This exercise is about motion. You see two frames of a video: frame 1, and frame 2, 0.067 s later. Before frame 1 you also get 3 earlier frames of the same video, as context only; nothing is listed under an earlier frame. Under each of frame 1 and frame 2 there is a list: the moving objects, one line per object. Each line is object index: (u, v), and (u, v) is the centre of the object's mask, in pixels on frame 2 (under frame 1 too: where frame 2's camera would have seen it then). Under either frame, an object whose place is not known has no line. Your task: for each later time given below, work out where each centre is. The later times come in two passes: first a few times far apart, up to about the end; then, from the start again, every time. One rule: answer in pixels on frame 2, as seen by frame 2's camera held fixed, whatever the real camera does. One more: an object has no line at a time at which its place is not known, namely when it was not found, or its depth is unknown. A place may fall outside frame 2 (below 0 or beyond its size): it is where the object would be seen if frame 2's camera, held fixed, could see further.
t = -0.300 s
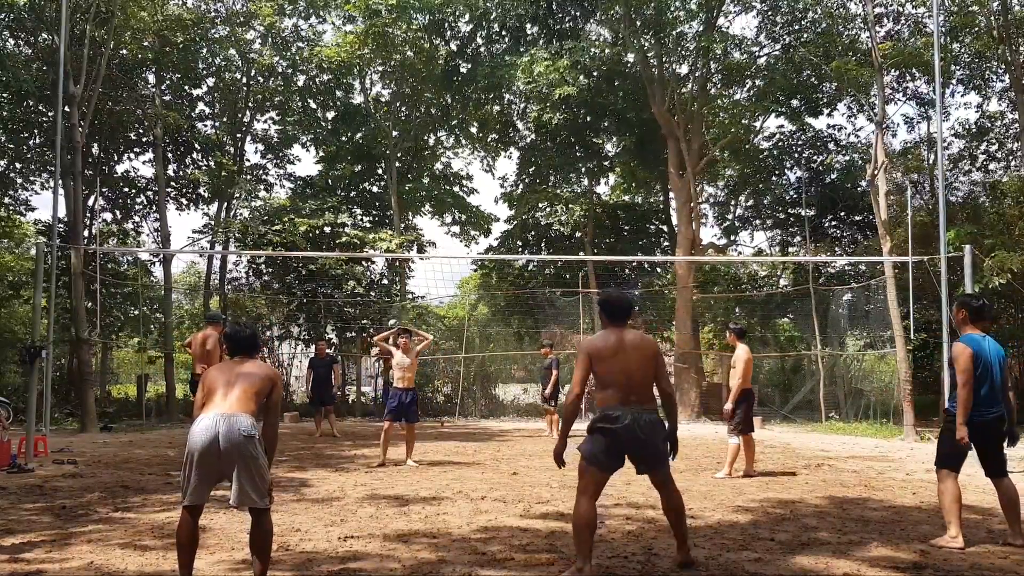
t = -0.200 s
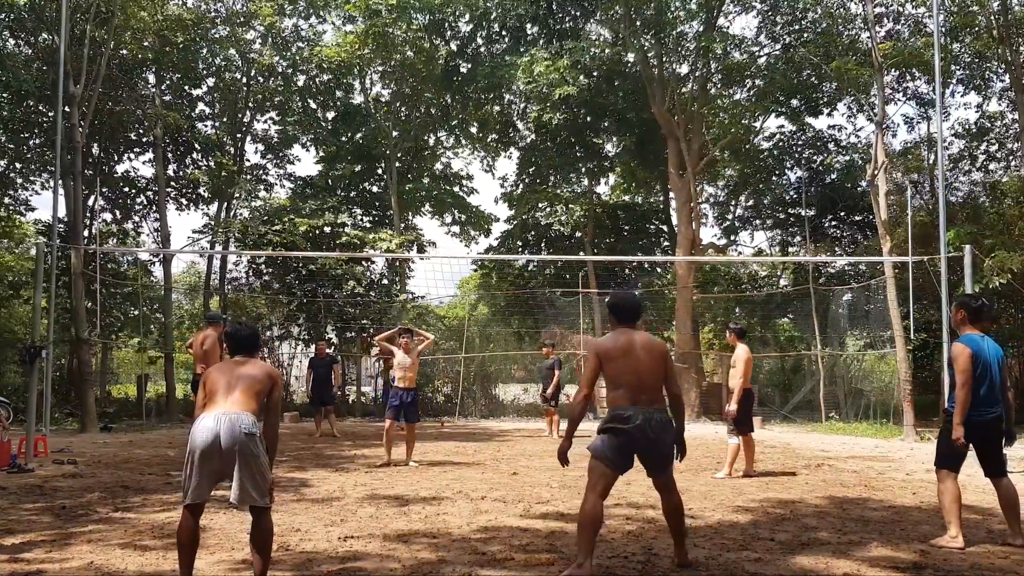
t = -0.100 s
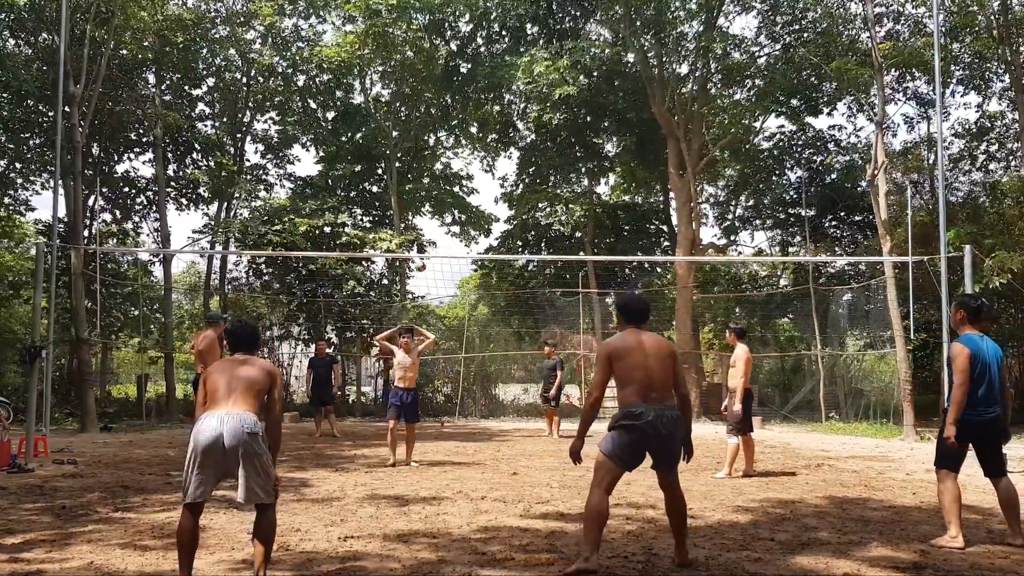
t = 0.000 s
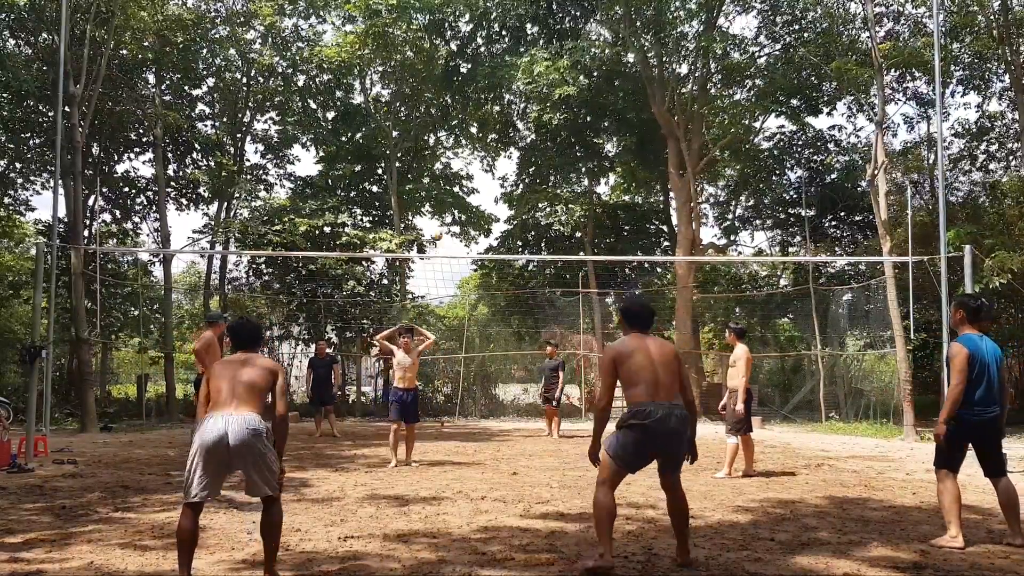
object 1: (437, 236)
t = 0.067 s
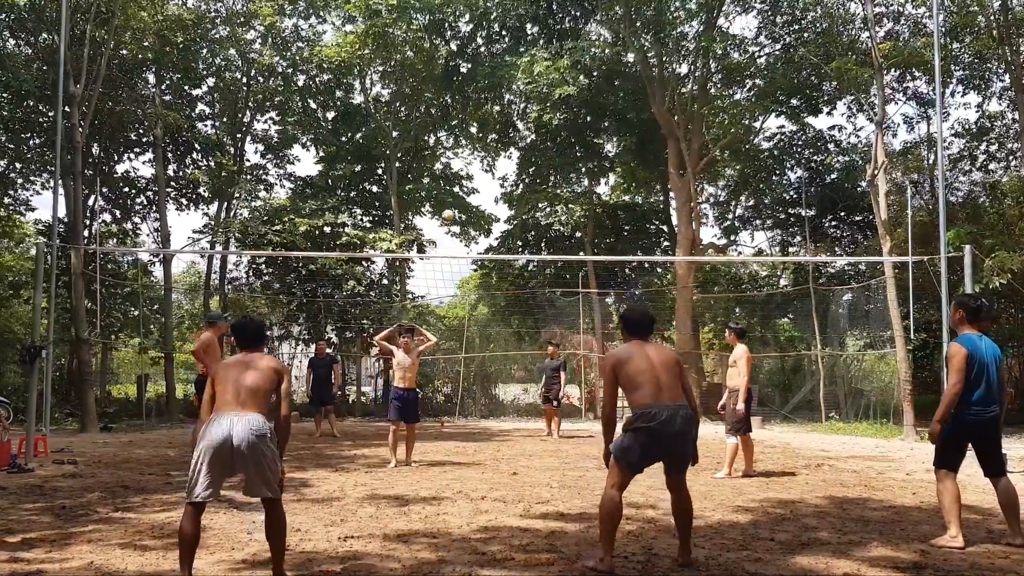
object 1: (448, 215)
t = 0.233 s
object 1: (483, 176)
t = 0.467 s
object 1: (546, 134)
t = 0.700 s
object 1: (634, 126)
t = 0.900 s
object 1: (746, 171)
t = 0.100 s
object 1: (454, 206)
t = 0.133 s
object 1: (461, 198)
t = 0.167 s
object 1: (468, 191)
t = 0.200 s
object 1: (475, 184)
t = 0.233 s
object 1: (483, 176)
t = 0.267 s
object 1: (491, 169)
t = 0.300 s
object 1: (499, 160)
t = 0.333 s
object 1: (509, 154)
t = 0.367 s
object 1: (517, 148)
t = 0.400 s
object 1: (526, 144)
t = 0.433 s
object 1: (536, 138)
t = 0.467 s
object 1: (546, 134)
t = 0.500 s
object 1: (557, 130)
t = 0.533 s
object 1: (568, 127)
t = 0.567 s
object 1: (581, 125)
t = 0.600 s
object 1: (593, 123)
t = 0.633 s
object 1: (606, 123)
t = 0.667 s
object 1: (620, 125)
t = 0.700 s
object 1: (634, 126)
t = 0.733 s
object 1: (650, 129)
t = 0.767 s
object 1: (666, 134)
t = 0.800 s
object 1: (685, 140)
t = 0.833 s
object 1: (704, 149)
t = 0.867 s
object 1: (723, 158)
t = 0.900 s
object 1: (746, 171)
